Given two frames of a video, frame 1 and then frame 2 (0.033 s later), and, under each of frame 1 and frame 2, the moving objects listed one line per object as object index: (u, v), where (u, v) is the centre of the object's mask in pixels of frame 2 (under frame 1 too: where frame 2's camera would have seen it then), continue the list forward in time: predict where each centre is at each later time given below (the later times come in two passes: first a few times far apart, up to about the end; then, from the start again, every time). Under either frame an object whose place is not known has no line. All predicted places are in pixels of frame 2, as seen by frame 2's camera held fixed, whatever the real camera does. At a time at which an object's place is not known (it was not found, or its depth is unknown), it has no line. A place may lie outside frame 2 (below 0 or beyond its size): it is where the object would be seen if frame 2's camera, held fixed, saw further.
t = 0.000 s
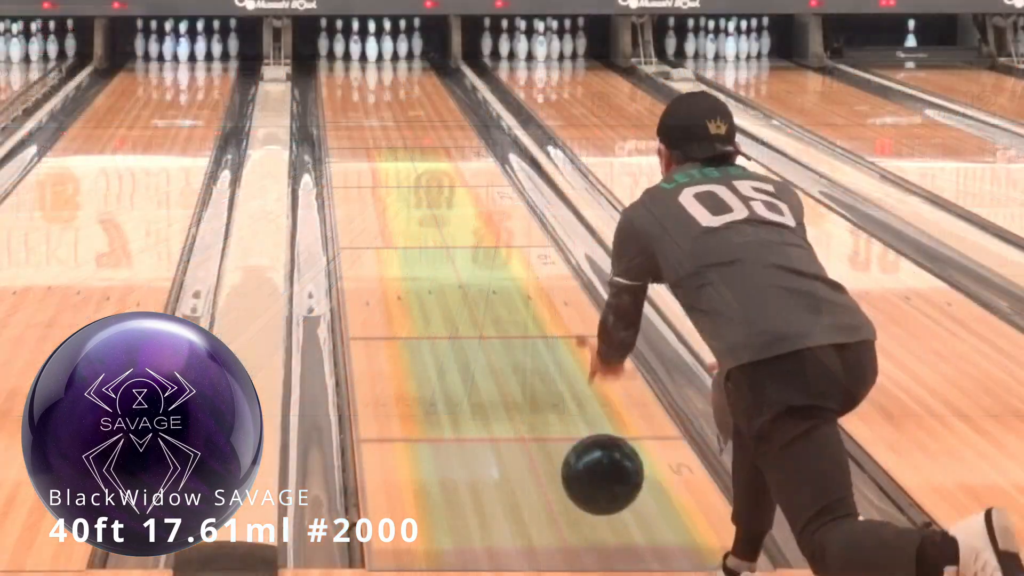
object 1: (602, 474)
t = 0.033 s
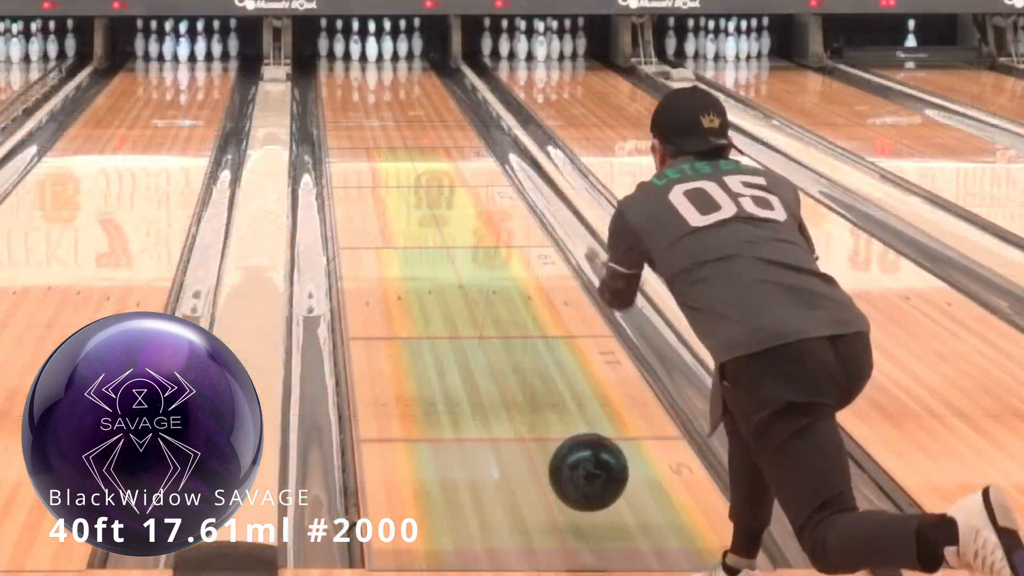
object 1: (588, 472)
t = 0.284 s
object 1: (509, 384)
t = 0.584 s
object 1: (447, 291)
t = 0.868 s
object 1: (407, 230)
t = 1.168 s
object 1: (377, 183)
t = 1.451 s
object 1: (358, 148)
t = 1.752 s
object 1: (344, 120)
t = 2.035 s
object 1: (337, 99)
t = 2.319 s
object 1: (339, 82)
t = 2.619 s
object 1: (348, 67)
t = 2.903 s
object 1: (360, 55)
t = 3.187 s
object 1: (364, 49)
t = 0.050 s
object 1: (582, 473)
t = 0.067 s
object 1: (575, 474)
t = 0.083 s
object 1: (569, 474)
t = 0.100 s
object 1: (563, 463)
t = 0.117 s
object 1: (558, 454)
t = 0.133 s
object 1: (552, 446)
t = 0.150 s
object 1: (547, 438)
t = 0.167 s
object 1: (542, 433)
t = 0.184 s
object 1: (536, 425)
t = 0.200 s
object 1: (531, 418)
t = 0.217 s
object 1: (527, 411)
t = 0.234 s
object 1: (522, 404)
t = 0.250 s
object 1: (517, 397)
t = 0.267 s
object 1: (513, 391)
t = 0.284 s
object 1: (509, 384)
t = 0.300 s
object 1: (504, 378)
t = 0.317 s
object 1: (500, 372)
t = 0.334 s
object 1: (496, 366)
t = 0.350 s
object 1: (492, 360)
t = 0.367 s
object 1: (488, 354)
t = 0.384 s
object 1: (485, 349)
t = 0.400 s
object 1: (481, 343)
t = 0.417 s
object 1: (478, 338)
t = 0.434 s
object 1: (474, 333)
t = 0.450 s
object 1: (471, 328)
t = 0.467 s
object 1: (467, 323)
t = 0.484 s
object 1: (464, 318)
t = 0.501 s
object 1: (461, 314)
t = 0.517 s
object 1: (458, 309)
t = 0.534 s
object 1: (455, 304)
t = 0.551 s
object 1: (452, 300)
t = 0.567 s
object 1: (449, 295)
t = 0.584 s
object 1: (447, 291)
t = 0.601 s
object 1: (444, 287)
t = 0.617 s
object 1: (441, 283)
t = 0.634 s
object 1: (439, 279)
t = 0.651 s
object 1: (436, 275)
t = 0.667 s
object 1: (434, 272)
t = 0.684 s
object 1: (431, 268)
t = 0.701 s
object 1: (429, 264)
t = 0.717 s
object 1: (426, 260)
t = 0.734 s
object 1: (424, 257)
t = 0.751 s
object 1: (421, 253)
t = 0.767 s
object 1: (419, 250)
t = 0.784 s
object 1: (417, 246)
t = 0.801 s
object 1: (415, 243)
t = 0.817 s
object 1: (413, 240)
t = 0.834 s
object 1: (411, 236)
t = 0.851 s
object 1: (409, 233)
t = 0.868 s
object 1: (407, 230)
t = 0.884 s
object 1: (405, 227)
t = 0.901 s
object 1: (403, 224)
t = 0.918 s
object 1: (401, 221)
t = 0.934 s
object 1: (400, 218)
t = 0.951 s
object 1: (398, 216)
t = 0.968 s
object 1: (396, 213)
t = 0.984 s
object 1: (394, 210)
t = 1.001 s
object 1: (393, 207)
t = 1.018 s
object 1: (391, 205)
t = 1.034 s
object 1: (389, 202)
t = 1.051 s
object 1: (388, 200)
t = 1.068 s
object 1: (386, 197)
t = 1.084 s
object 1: (384, 195)
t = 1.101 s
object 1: (383, 192)
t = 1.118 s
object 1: (381, 190)
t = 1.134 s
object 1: (380, 188)
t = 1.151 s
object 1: (379, 185)
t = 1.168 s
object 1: (377, 183)
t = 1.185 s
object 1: (376, 181)
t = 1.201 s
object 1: (374, 178)
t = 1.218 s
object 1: (373, 176)
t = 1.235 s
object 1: (372, 174)
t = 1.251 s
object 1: (370, 172)
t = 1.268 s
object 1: (370, 170)
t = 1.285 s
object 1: (368, 168)
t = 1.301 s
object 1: (367, 166)
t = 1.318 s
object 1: (366, 164)
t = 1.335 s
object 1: (365, 162)
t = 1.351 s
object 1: (363, 160)
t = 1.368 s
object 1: (363, 158)
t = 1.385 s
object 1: (362, 156)
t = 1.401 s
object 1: (360, 154)
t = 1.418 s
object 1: (359, 152)
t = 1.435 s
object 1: (359, 150)
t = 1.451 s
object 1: (358, 148)
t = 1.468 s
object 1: (357, 147)
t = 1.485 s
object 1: (356, 145)
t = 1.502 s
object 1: (355, 144)
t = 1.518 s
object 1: (354, 142)
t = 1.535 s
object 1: (353, 140)
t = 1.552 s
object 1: (352, 139)
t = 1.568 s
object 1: (351, 137)
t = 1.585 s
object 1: (351, 136)
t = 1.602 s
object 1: (349, 134)
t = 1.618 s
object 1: (349, 132)
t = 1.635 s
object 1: (348, 131)
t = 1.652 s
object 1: (348, 129)
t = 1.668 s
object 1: (347, 128)
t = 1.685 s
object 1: (346, 126)
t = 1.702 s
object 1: (345, 125)
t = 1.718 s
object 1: (345, 123)
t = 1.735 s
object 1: (344, 122)
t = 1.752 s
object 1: (344, 120)
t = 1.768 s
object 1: (343, 119)
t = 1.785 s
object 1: (342, 118)
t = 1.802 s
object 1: (342, 116)
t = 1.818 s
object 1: (341, 115)
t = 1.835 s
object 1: (341, 114)
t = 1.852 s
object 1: (340, 113)
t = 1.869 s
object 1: (340, 111)
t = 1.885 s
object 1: (340, 110)
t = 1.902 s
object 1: (339, 108)
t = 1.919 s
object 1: (339, 107)
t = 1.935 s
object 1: (338, 106)
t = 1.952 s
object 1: (338, 105)
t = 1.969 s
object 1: (338, 103)
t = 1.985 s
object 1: (338, 103)
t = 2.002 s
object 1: (338, 102)
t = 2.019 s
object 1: (338, 100)
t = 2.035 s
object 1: (337, 99)
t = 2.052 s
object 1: (337, 98)
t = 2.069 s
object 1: (337, 97)
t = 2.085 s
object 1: (337, 96)
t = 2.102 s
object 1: (337, 95)
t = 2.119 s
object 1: (337, 94)
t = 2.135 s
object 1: (337, 93)
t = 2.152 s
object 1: (337, 92)
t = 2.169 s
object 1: (337, 90)
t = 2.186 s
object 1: (337, 90)
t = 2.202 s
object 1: (337, 89)
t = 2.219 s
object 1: (337, 88)
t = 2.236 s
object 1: (337, 87)
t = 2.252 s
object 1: (338, 86)
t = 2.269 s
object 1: (338, 85)
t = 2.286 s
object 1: (338, 84)
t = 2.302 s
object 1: (339, 83)
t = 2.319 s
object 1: (339, 82)
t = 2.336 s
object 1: (339, 81)
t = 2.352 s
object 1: (339, 80)
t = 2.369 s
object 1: (340, 79)
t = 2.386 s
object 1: (340, 79)
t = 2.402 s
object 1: (340, 78)
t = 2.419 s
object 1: (341, 77)
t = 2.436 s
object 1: (341, 76)
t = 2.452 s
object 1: (342, 75)
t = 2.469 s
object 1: (343, 74)
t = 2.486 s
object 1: (343, 73)
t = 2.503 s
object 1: (344, 72)
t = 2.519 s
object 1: (344, 71)
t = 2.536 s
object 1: (344, 70)
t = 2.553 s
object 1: (345, 70)
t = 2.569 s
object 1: (346, 69)
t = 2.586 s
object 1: (347, 69)
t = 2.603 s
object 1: (347, 68)
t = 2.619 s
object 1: (348, 67)
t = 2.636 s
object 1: (348, 67)
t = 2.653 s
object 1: (349, 66)
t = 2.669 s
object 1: (350, 65)
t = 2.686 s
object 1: (351, 64)
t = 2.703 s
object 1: (351, 64)
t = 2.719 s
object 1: (352, 63)
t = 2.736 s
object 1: (352, 62)
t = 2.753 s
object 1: (354, 62)
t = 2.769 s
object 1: (354, 60)
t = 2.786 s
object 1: (355, 60)
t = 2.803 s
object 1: (355, 59)
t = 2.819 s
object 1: (356, 59)
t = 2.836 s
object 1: (357, 58)
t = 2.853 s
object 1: (358, 57)
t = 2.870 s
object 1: (358, 56)
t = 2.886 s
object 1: (359, 56)
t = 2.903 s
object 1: (360, 55)
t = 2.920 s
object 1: (361, 54)
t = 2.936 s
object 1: (362, 53)
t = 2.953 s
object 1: (362, 53)
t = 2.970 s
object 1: (363, 53)
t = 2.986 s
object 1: (364, 52)
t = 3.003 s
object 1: (364, 52)
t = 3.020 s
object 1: (363, 51)
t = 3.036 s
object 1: (363, 51)
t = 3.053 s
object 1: (363, 51)
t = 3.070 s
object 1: (363, 50)
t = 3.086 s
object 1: (364, 50)
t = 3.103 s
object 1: (364, 50)
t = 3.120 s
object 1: (364, 49)
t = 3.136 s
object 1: (364, 49)
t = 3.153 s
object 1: (364, 49)
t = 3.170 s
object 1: (364, 49)
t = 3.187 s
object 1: (364, 49)
